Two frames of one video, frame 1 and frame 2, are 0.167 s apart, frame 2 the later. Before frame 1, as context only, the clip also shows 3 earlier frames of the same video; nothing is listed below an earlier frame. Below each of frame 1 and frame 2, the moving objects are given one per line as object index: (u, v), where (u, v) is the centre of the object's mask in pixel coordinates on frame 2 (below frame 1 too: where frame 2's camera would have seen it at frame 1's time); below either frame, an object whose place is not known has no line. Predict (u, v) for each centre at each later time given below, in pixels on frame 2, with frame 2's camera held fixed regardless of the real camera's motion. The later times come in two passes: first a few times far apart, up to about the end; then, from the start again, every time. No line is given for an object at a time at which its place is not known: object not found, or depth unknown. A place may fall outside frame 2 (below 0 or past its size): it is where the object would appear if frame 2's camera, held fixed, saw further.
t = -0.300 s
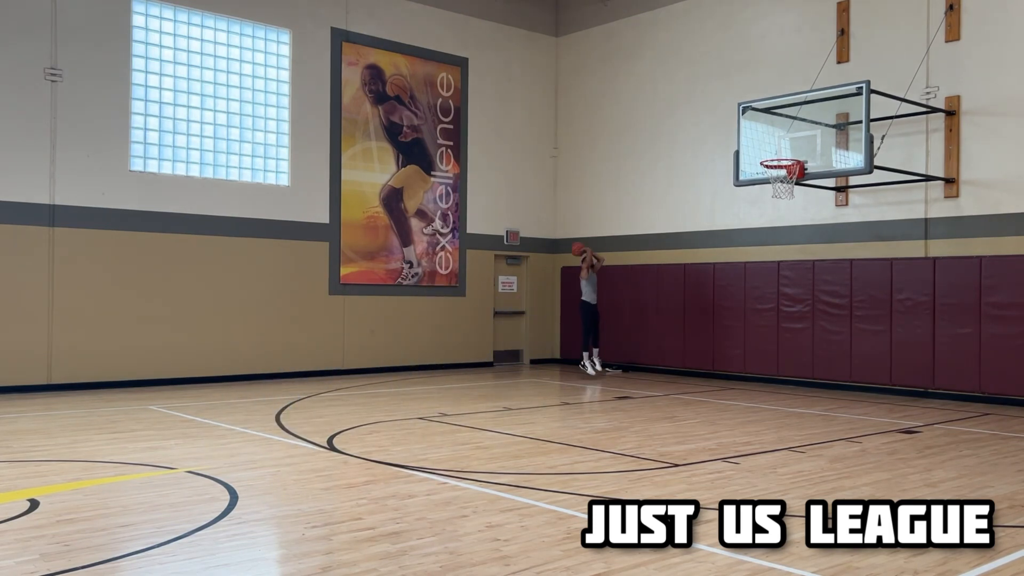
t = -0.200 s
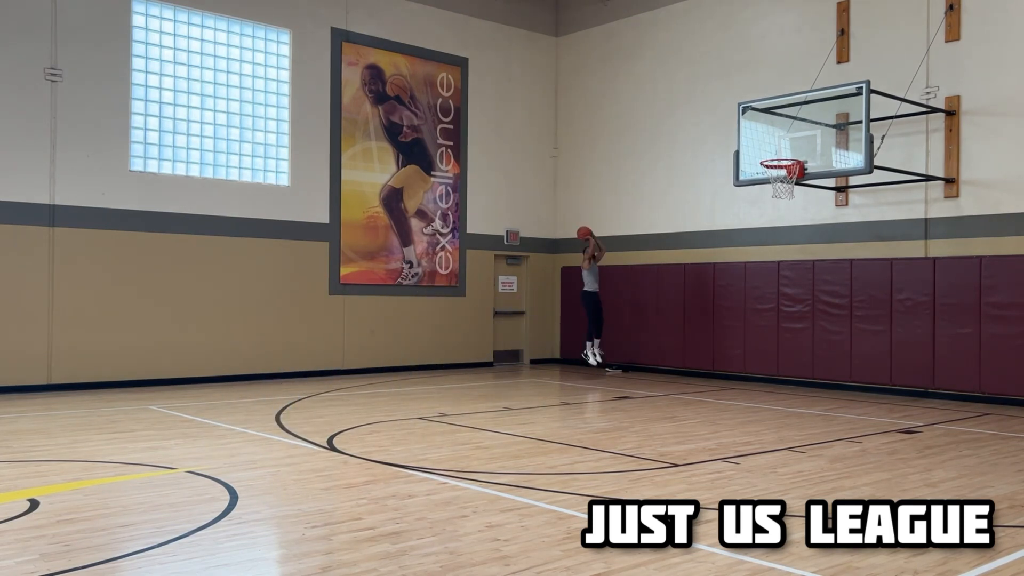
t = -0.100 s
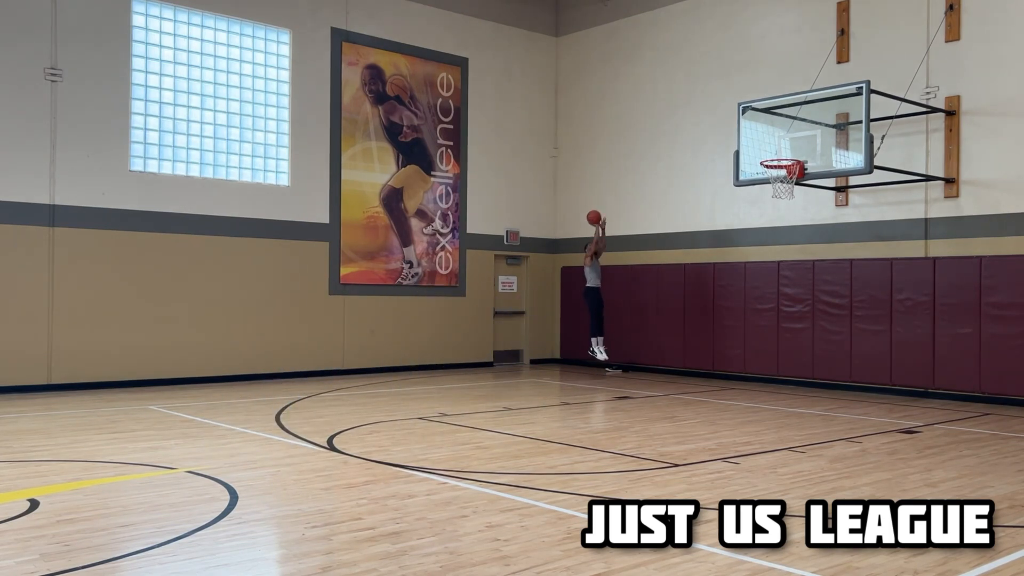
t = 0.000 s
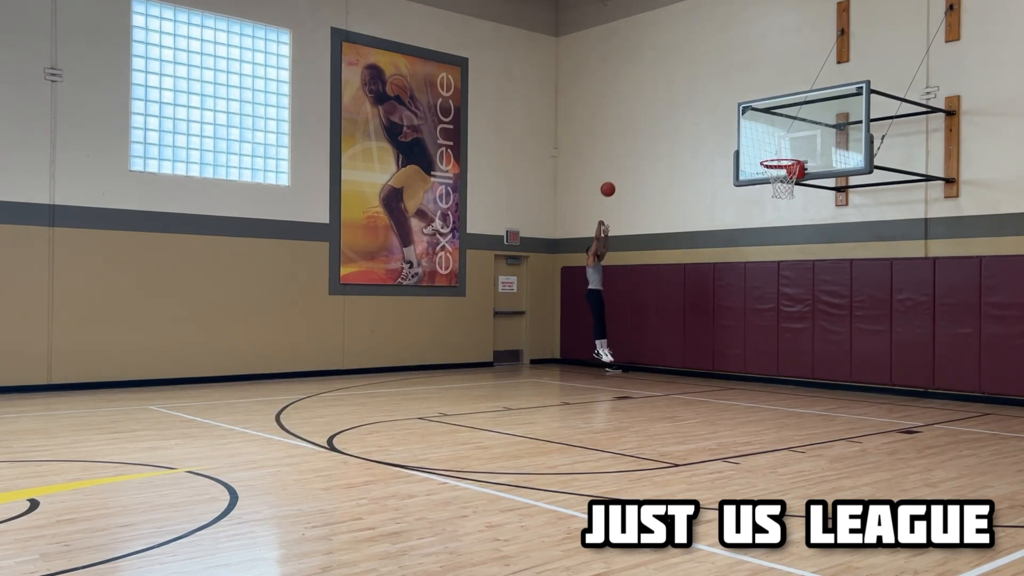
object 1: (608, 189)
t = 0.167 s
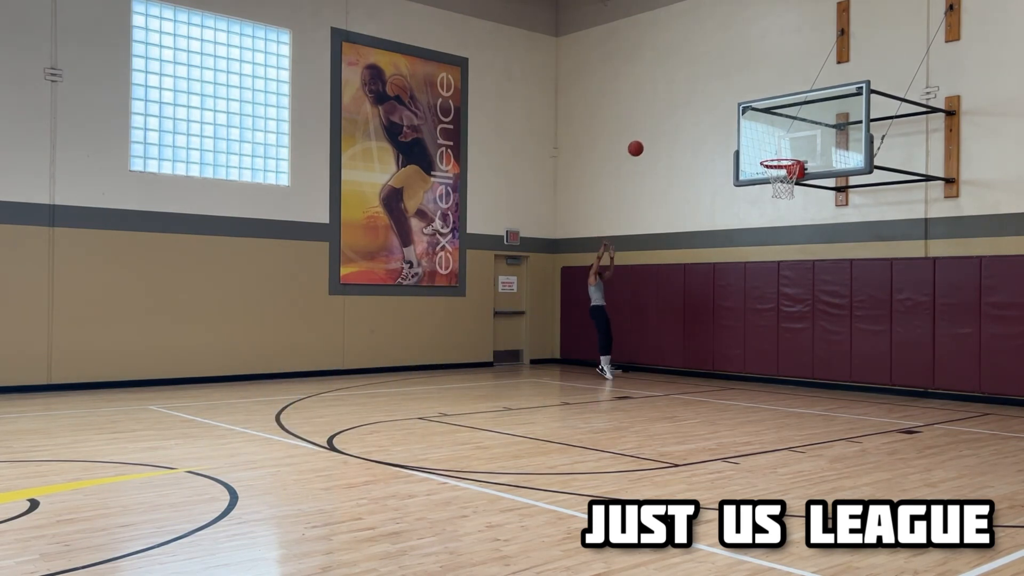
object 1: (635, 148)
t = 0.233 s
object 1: (647, 136)
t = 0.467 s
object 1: (691, 113)
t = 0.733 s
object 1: (749, 134)
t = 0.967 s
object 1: (792, 185)
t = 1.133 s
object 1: (806, 217)
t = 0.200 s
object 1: (641, 142)
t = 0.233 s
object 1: (647, 136)
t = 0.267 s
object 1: (653, 131)
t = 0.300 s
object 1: (659, 126)
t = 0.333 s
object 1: (665, 122)
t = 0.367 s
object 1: (672, 119)
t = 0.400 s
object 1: (678, 116)
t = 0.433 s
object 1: (685, 114)
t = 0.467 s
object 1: (691, 113)
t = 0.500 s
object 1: (698, 113)
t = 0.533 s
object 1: (705, 113)
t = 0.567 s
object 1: (712, 115)
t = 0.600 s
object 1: (719, 117)
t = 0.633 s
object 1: (726, 120)
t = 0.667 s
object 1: (734, 124)
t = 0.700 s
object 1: (741, 128)
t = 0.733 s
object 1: (749, 134)
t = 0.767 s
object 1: (757, 141)
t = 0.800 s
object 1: (765, 148)
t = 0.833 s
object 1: (773, 156)
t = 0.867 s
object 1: (781, 167)
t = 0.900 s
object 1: (787, 173)
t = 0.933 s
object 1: (790, 177)
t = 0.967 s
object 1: (792, 185)
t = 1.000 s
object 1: (795, 187)
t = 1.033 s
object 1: (798, 194)
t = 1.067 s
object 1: (800, 201)
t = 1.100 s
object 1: (803, 208)
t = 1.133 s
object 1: (806, 217)
